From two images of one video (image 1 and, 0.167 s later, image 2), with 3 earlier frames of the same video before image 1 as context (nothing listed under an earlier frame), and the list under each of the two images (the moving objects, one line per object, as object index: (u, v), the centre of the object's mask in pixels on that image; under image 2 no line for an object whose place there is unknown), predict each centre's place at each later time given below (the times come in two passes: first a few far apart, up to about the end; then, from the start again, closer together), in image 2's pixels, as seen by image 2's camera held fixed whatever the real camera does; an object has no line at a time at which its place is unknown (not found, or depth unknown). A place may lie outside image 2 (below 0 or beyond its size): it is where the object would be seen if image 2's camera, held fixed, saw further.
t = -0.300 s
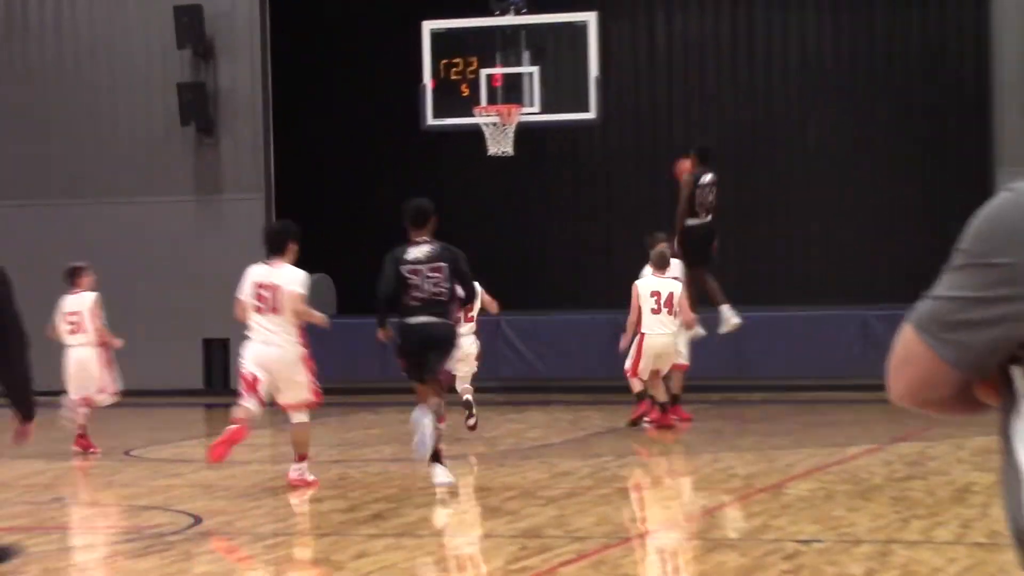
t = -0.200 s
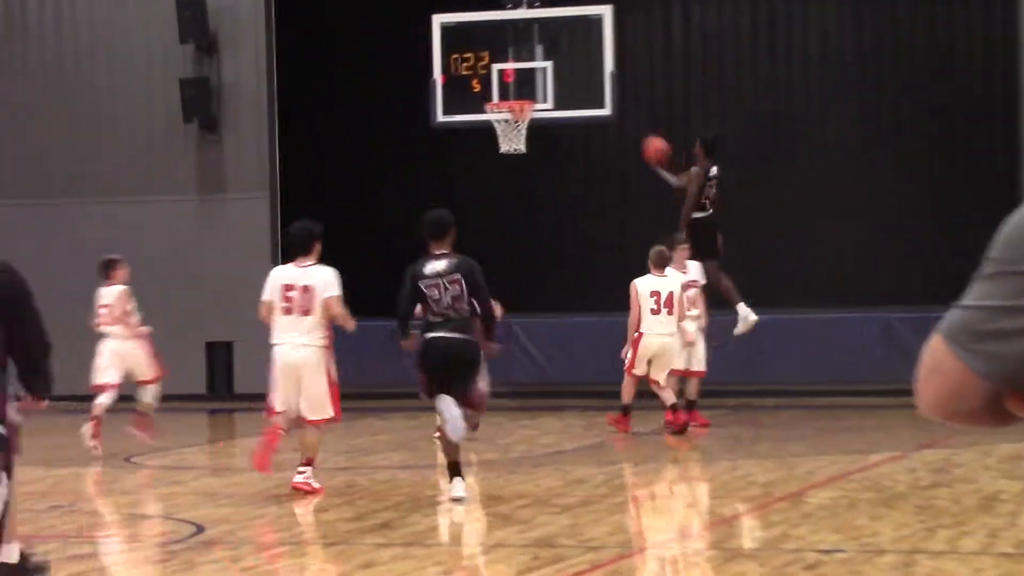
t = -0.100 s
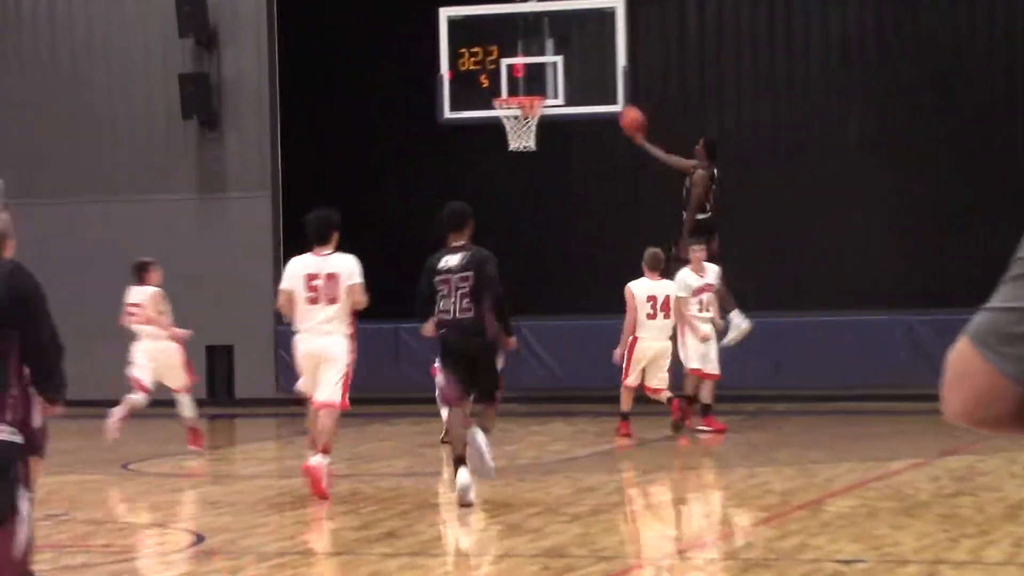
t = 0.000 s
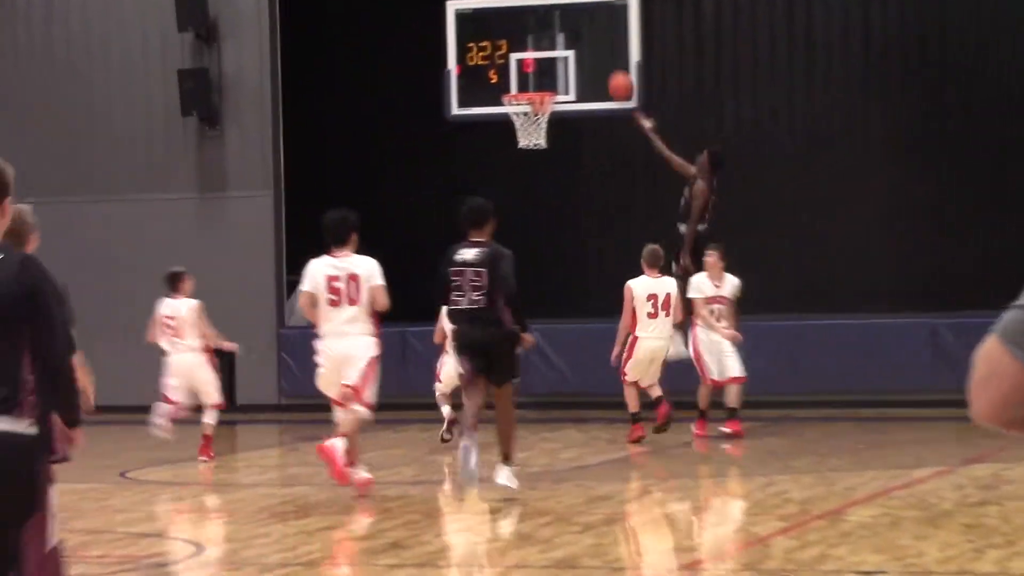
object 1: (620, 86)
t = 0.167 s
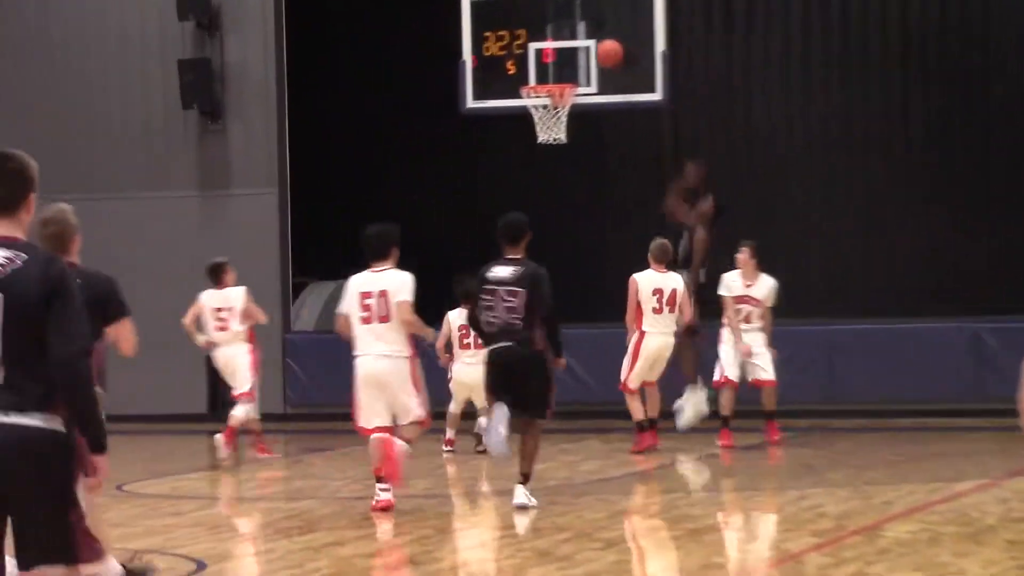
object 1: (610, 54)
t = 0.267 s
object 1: (592, 53)
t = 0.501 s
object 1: (545, 66)
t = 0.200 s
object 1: (604, 54)
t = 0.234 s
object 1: (597, 53)
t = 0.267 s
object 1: (592, 53)
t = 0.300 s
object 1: (587, 56)
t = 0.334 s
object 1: (580, 59)
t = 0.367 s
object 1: (571, 62)
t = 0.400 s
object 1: (565, 65)
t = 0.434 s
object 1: (558, 65)
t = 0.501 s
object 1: (545, 66)
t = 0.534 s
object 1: (538, 70)
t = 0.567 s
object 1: (537, 72)
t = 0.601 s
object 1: (539, 69)
